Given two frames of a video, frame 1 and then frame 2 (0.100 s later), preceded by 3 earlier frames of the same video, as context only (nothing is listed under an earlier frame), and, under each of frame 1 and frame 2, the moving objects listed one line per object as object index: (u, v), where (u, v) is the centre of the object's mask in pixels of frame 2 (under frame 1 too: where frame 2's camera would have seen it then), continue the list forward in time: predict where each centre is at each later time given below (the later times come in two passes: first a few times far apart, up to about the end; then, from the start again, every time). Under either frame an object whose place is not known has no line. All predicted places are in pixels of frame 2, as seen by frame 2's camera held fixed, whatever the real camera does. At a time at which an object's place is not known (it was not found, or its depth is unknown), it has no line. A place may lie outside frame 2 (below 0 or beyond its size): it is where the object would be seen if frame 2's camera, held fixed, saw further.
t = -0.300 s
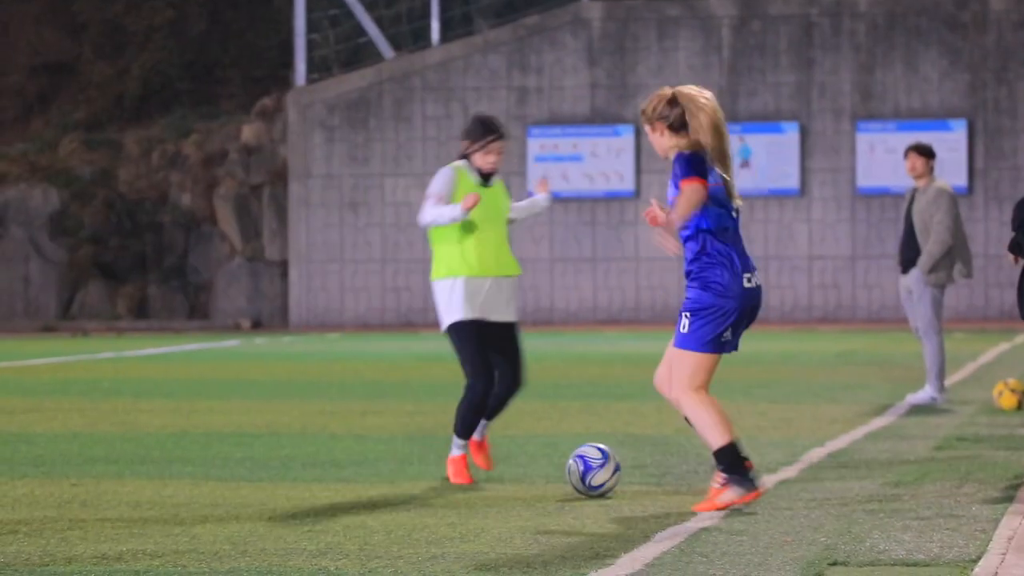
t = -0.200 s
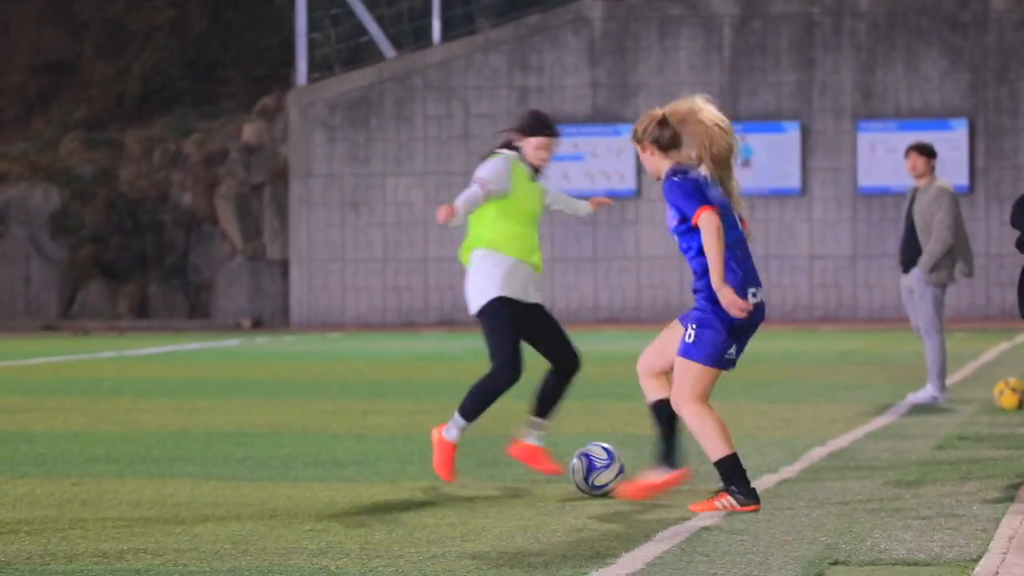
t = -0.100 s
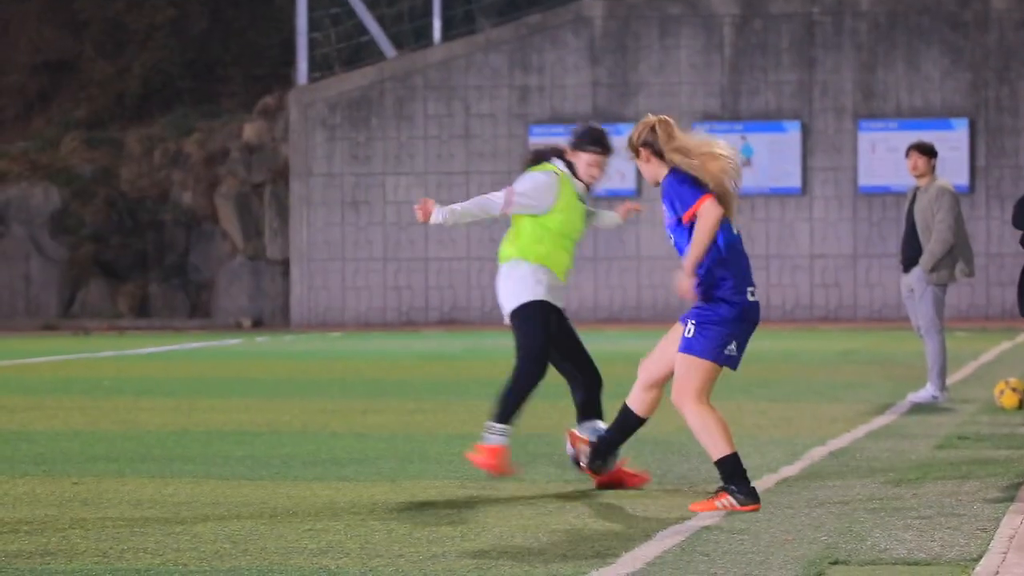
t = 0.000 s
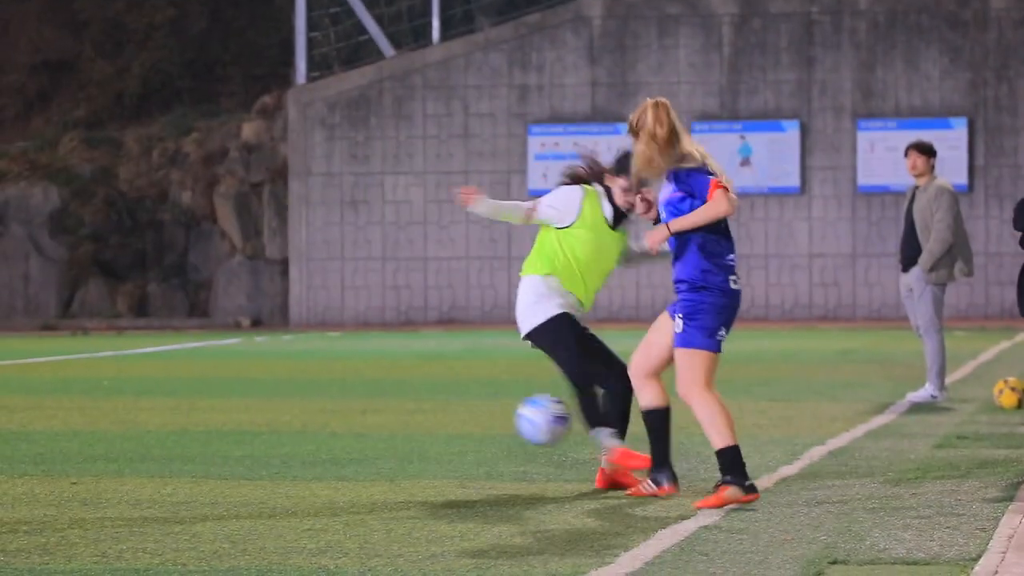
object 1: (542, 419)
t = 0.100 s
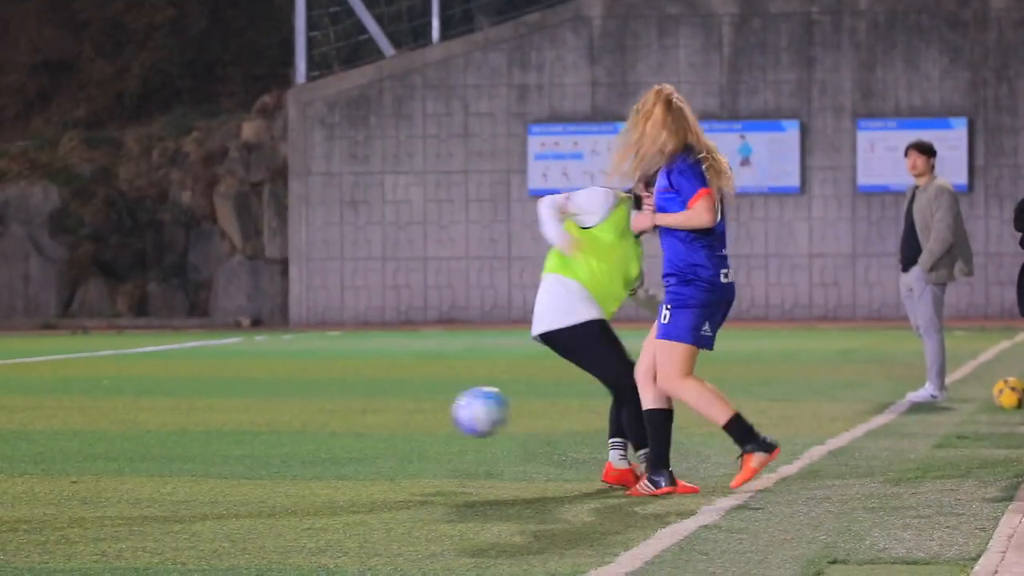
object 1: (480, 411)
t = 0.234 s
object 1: (396, 438)
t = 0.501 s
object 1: (310, 437)
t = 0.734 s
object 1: (261, 445)
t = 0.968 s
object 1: (209, 450)
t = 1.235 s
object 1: (163, 454)
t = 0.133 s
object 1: (458, 414)
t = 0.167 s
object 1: (438, 419)
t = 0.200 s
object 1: (417, 427)
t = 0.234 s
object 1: (396, 438)
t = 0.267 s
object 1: (375, 451)
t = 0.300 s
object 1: (358, 462)
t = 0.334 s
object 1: (349, 451)
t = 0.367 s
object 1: (341, 443)
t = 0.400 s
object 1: (333, 439)
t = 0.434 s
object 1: (325, 435)
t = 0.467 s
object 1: (317, 435)
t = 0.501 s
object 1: (310, 437)
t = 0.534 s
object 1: (301, 442)
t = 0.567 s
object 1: (292, 448)
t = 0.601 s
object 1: (288, 457)
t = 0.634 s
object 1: (282, 456)
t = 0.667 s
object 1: (274, 448)
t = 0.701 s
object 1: (267, 445)
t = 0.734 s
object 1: (261, 445)
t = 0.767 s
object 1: (252, 446)
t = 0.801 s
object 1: (245, 449)
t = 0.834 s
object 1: (237, 455)
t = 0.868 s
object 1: (230, 460)
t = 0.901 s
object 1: (223, 454)
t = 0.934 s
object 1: (217, 451)
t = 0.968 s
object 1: (209, 450)
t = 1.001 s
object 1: (203, 452)
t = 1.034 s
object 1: (197, 456)
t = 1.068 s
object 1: (191, 455)
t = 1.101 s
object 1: (186, 452)
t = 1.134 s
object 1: (179, 452)
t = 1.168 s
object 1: (175, 455)
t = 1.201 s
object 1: (168, 454)
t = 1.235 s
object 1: (163, 454)
